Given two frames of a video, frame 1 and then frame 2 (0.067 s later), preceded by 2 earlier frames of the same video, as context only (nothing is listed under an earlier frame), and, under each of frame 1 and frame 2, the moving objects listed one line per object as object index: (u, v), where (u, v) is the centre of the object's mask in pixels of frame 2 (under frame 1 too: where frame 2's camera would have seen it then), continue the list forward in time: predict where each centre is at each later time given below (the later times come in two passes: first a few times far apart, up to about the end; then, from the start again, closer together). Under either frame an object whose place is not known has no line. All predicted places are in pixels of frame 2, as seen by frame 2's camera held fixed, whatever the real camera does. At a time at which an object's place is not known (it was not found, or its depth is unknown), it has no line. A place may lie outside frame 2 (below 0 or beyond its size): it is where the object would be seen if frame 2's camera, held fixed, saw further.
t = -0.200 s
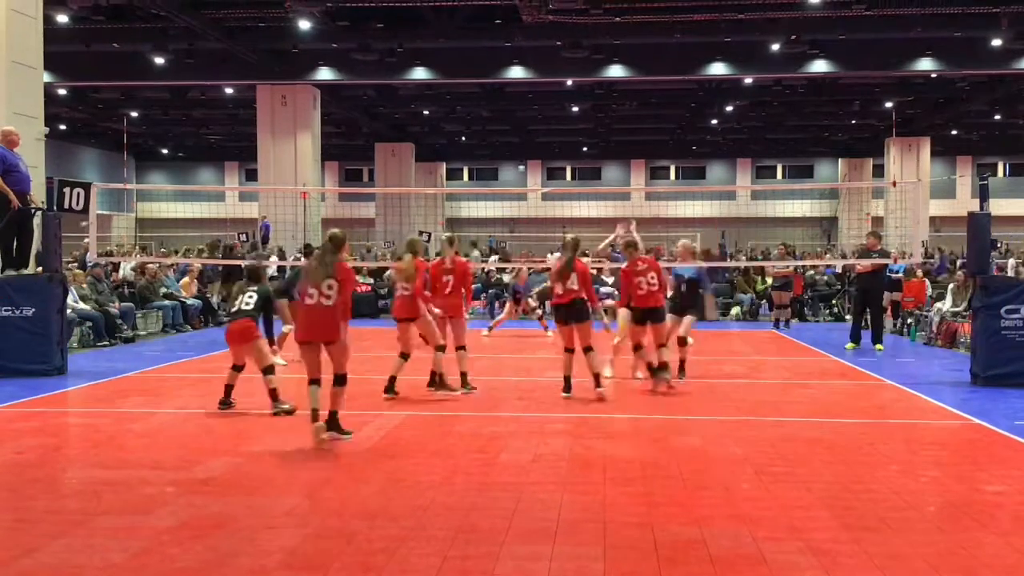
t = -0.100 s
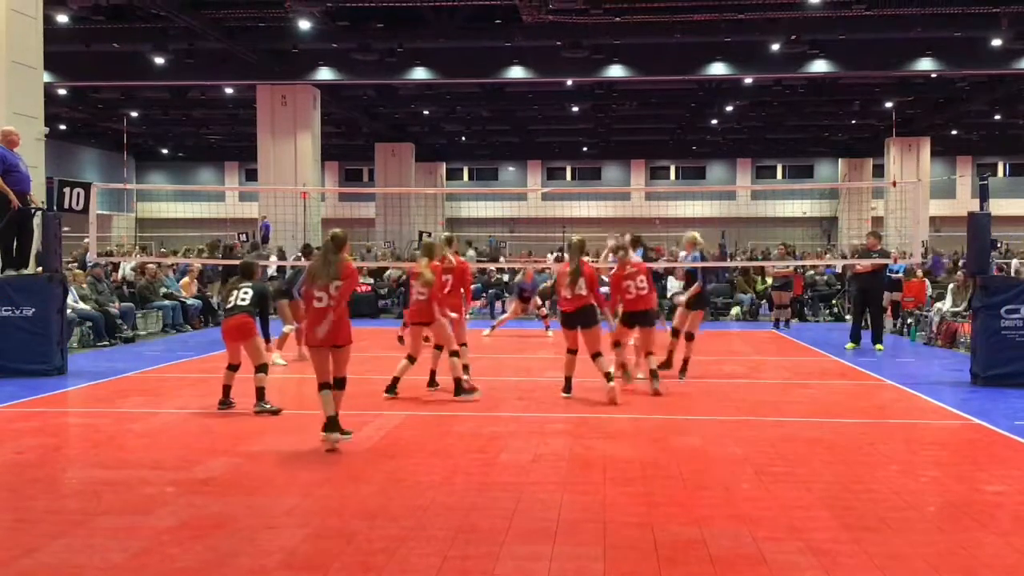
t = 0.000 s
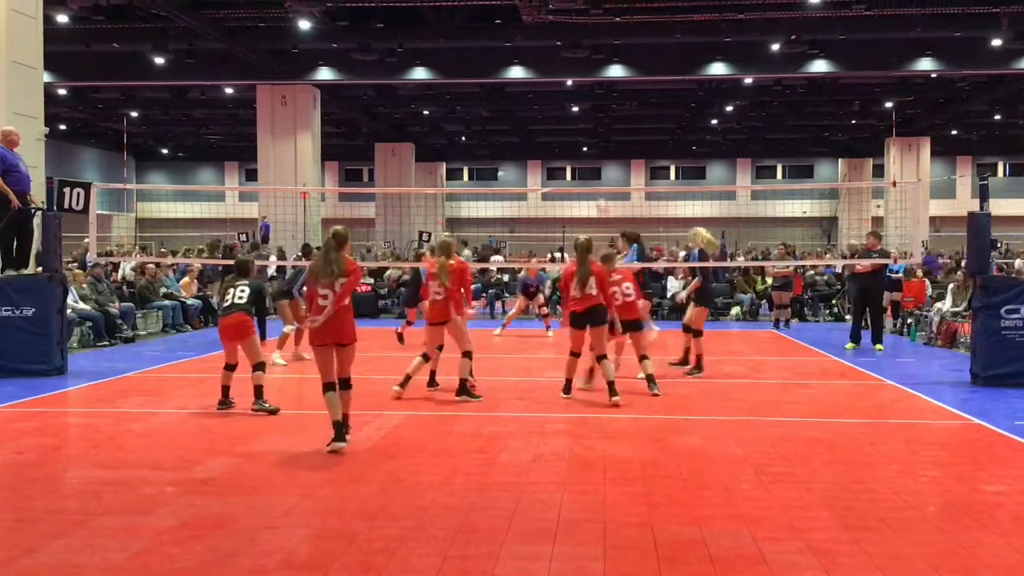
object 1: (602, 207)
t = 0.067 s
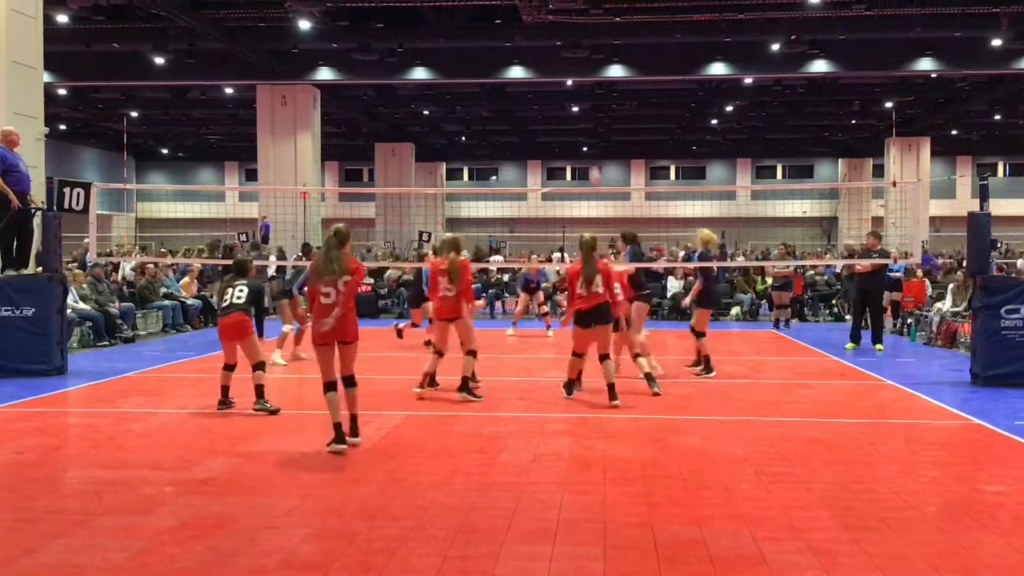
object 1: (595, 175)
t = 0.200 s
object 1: (579, 124)
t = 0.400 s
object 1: (555, 65)
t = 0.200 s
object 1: (579, 124)
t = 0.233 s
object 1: (575, 112)
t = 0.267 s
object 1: (571, 102)
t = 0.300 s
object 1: (567, 91)
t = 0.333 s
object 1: (563, 81)
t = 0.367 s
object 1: (558, 71)
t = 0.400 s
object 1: (555, 65)
